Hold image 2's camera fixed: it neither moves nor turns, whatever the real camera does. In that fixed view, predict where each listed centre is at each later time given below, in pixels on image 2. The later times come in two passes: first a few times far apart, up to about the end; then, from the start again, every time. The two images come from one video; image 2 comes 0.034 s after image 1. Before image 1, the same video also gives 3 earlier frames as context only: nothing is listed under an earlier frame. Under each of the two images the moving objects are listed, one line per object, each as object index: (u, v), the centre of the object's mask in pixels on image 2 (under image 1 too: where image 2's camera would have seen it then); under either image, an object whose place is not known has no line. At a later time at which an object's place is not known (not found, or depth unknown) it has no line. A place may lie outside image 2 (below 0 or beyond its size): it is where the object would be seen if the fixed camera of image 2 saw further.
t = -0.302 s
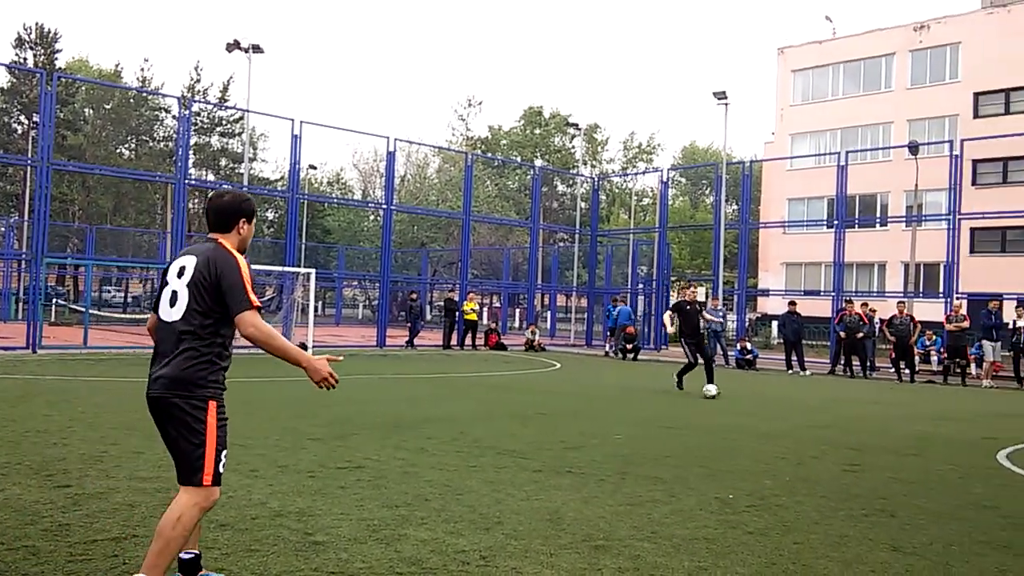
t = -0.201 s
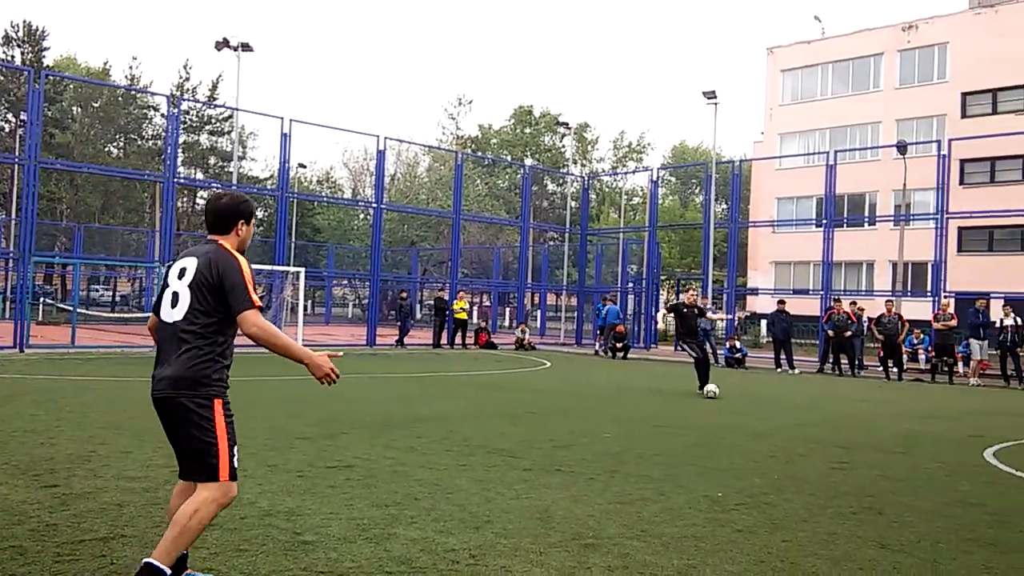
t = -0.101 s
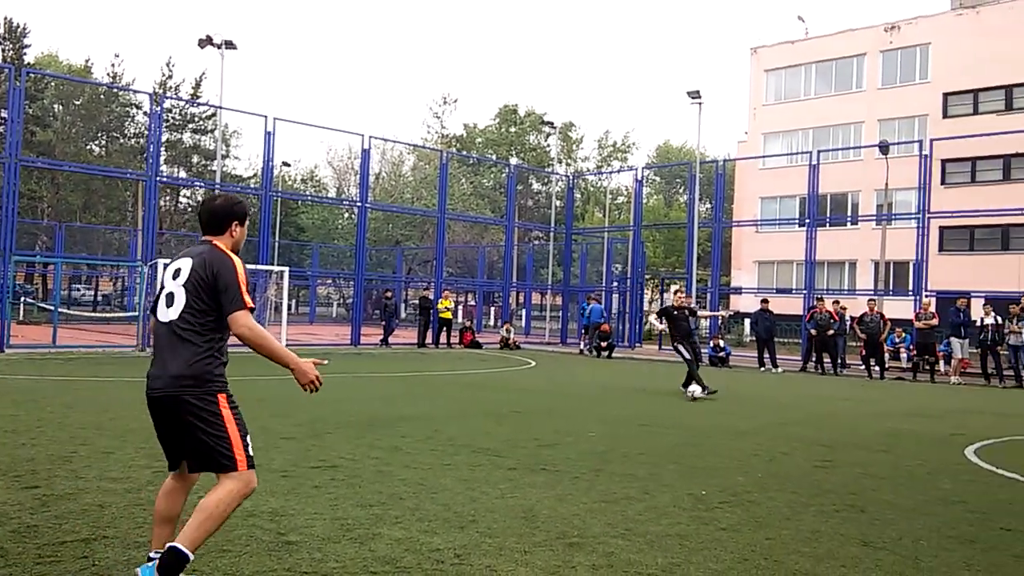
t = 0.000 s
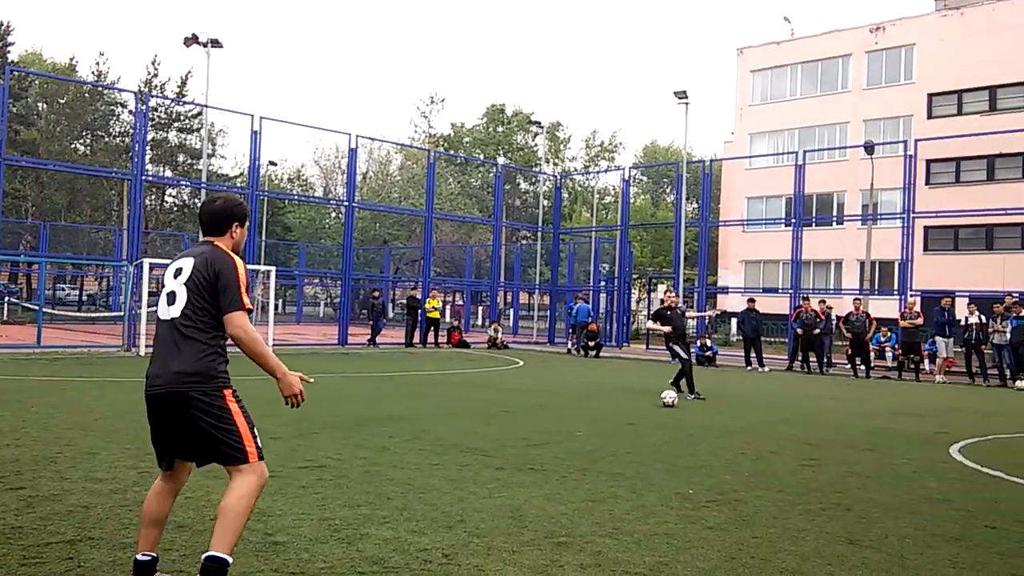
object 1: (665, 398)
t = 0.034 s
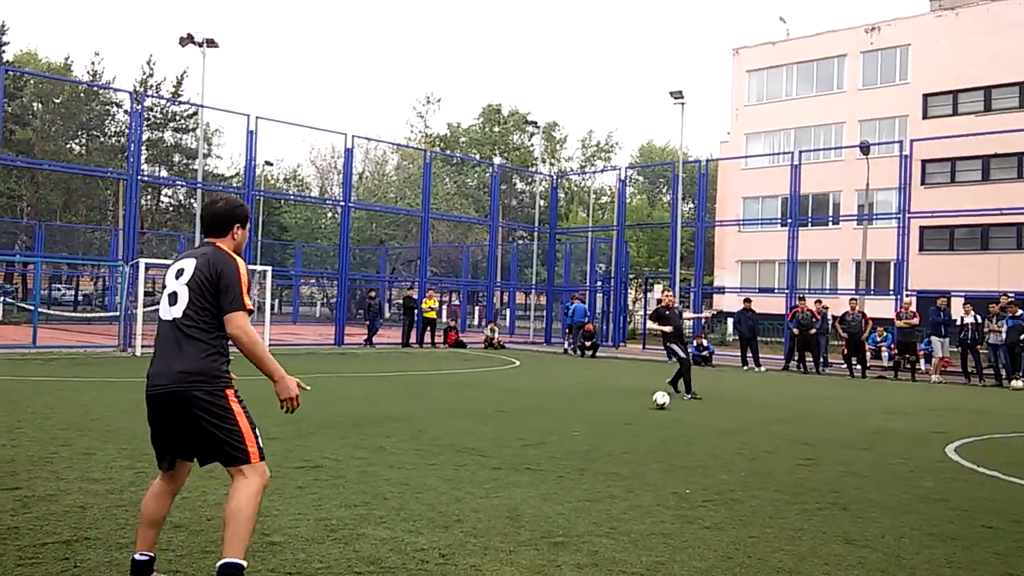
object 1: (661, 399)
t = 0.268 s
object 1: (624, 415)
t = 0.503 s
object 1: (575, 437)
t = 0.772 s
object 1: (499, 473)
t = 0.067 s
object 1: (656, 401)
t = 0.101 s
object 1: (651, 403)
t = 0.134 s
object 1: (646, 406)
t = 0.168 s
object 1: (641, 410)
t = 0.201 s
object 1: (635, 412)
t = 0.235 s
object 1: (630, 414)
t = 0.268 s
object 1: (624, 415)
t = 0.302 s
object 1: (618, 419)
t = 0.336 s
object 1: (611, 423)
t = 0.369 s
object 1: (604, 427)
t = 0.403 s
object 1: (597, 427)
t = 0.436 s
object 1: (590, 429)
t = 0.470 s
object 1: (583, 432)
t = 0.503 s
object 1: (575, 437)
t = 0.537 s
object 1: (566, 444)
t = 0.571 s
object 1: (558, 448)
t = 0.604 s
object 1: (550, 449)
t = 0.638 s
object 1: (540, 452)
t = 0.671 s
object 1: (531, 457)
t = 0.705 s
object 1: (521, 464)
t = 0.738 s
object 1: (510, 471)
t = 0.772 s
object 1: (499, 473)
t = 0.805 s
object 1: (486, 477)
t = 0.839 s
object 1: (473, 484)
